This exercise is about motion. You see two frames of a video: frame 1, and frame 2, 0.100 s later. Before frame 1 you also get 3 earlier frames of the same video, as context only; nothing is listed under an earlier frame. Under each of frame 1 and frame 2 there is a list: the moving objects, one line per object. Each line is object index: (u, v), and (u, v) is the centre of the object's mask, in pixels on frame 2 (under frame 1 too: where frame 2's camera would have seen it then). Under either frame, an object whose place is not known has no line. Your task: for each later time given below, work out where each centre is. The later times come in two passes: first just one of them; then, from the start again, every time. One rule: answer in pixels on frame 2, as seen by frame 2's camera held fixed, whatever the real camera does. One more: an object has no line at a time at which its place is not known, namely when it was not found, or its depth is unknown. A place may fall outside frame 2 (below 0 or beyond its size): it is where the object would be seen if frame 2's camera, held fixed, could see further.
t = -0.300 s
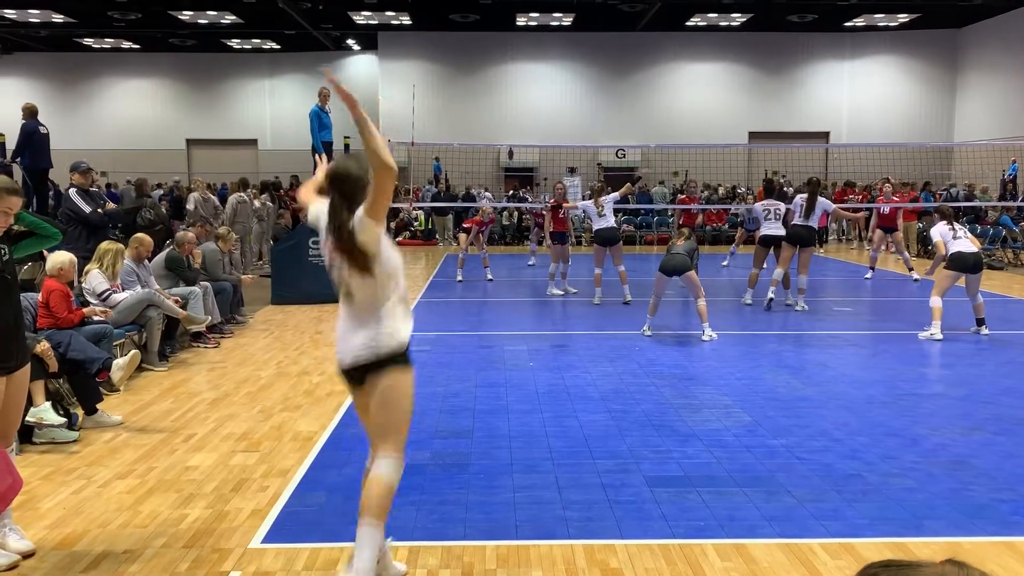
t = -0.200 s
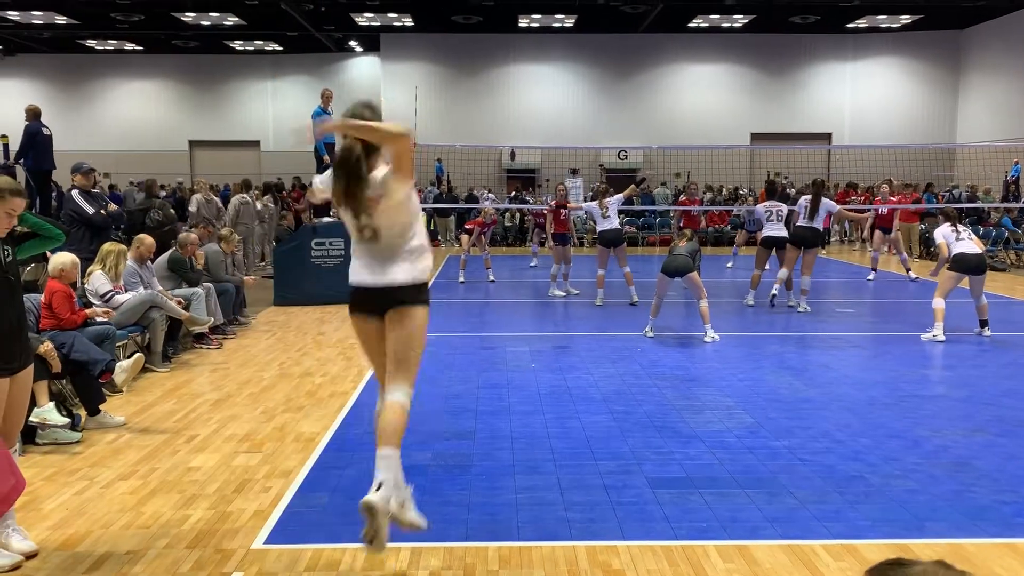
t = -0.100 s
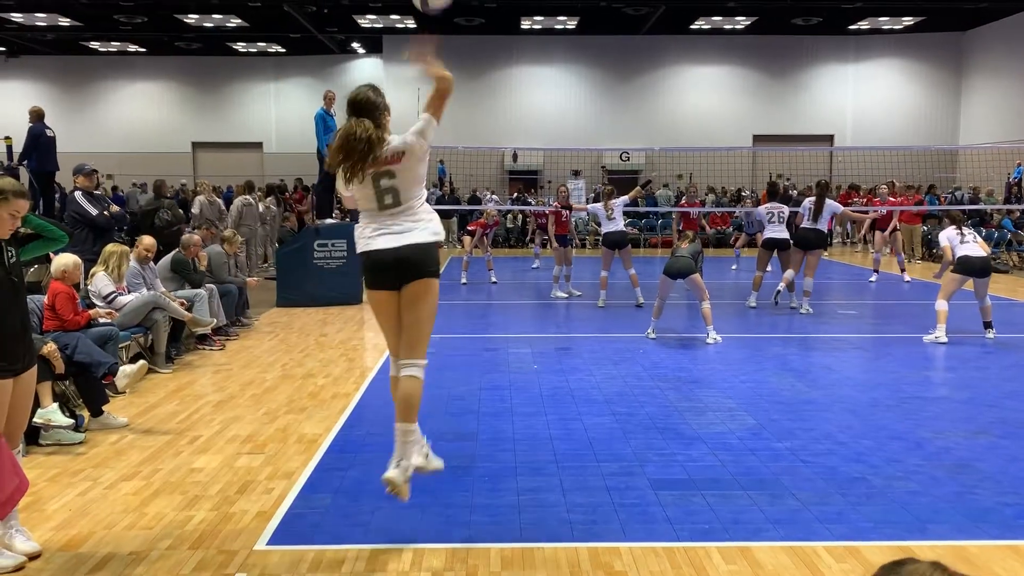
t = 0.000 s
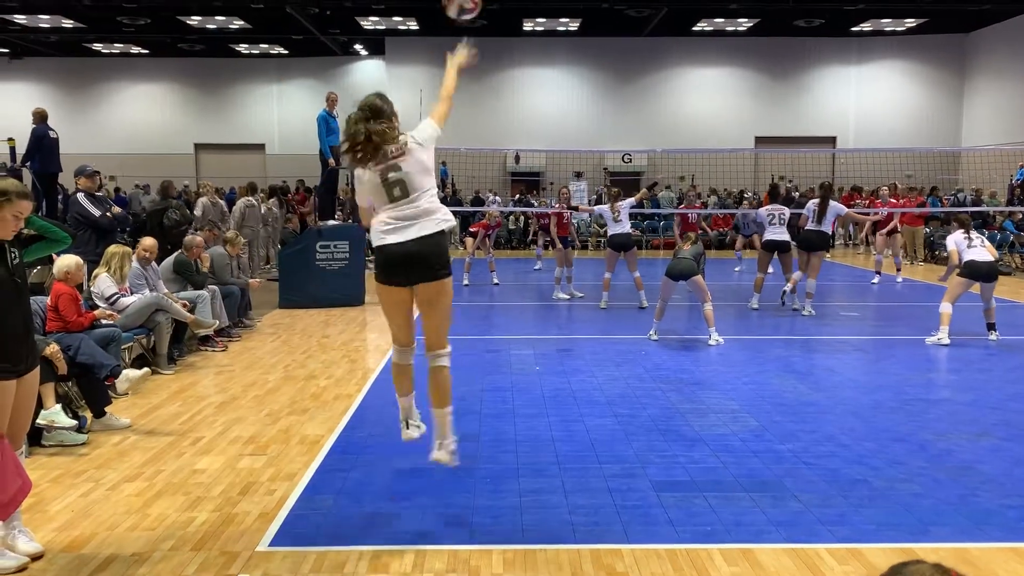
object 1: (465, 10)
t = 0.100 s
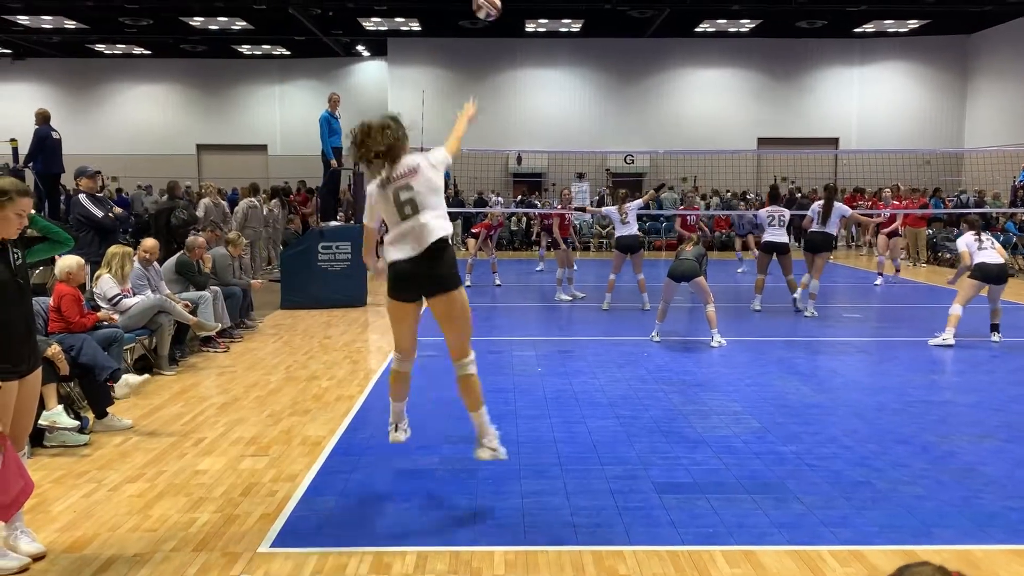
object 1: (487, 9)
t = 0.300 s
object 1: (505, 39)
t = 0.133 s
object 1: (492, 10)
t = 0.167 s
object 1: (496, 14)
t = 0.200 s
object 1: (499, 19)
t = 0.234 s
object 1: (502, 25)
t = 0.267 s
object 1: (504, 32)
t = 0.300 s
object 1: (505, 39)
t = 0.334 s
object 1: (506, 46)
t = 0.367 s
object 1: (506, 53)
